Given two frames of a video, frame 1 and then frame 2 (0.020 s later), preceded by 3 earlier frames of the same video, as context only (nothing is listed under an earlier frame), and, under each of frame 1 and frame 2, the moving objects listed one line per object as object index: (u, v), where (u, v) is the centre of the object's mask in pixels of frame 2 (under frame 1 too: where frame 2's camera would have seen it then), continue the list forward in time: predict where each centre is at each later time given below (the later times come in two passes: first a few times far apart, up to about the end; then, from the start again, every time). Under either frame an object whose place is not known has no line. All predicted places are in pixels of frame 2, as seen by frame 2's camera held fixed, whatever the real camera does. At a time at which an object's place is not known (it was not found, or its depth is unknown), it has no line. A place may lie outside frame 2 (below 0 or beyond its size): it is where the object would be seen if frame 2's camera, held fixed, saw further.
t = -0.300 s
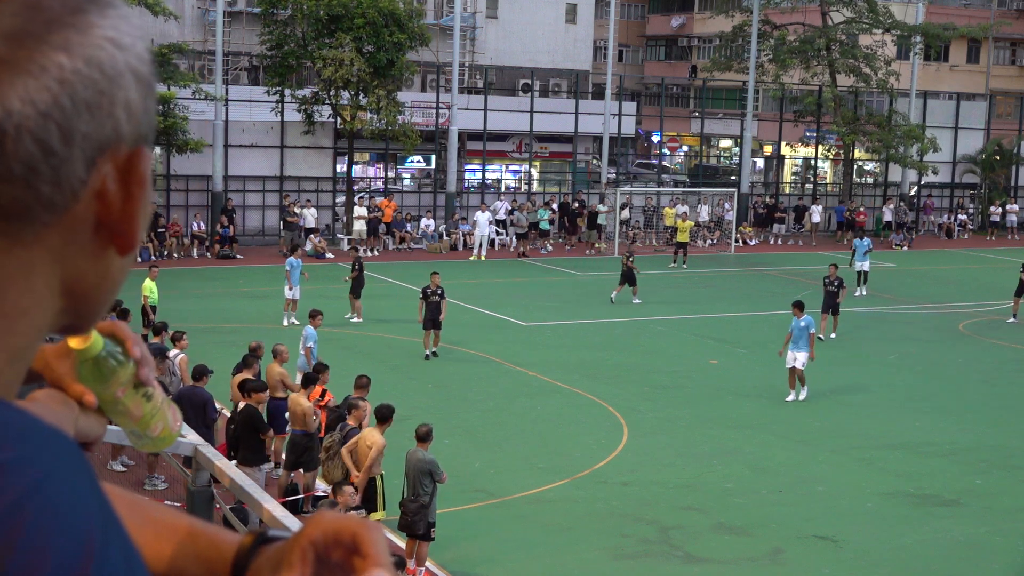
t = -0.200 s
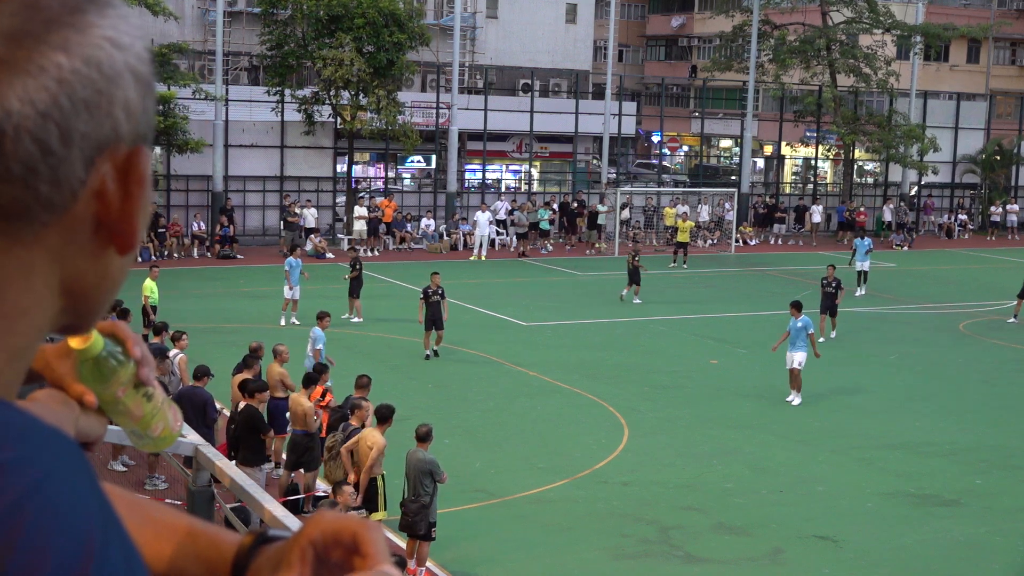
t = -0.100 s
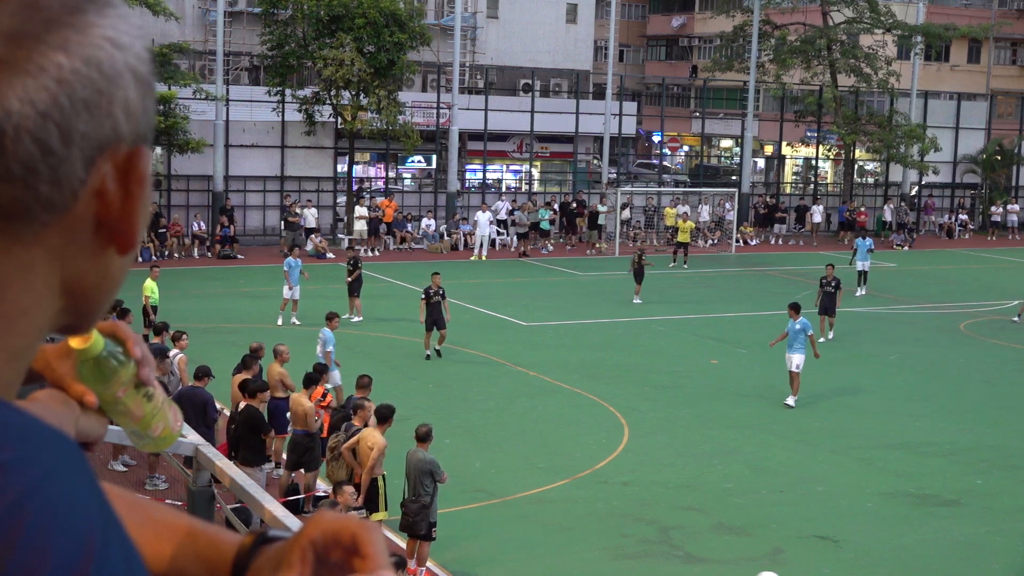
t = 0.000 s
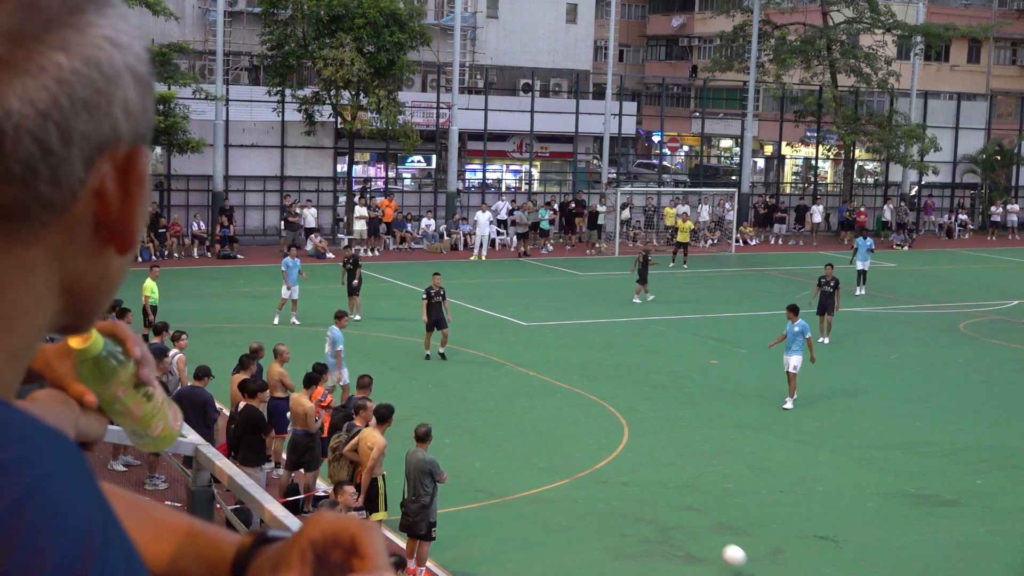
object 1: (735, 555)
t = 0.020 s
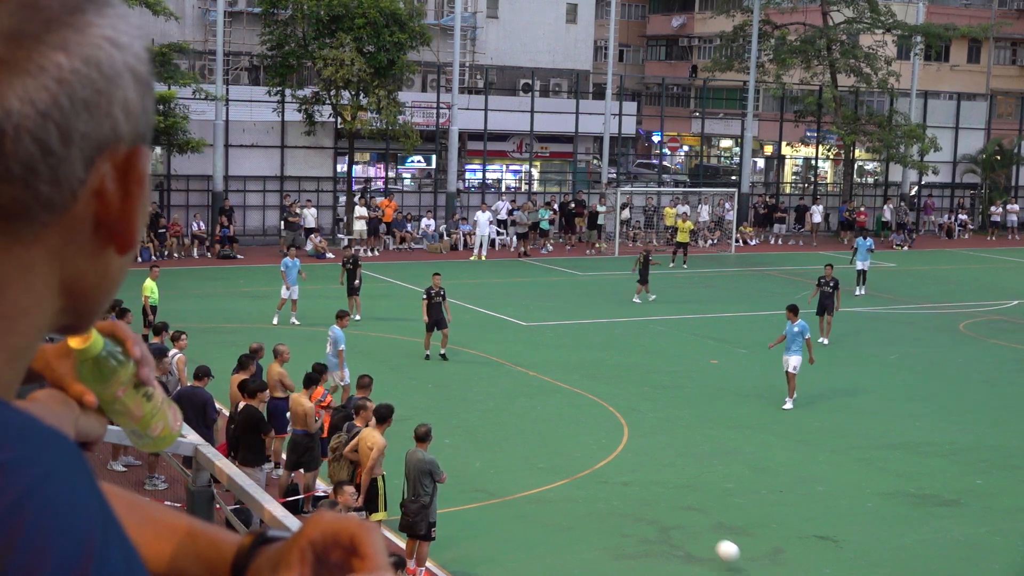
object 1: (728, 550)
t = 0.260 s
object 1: (659, 517)
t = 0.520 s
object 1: (600, 484)
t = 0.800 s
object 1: (548, 453)
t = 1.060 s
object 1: (508, 429)
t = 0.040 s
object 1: (722, 546)
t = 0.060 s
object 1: (716, 542)
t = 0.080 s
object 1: (710, 538)
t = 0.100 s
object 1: (703, 535)
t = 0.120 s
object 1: (698, 532)
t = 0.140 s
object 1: (692, 530)
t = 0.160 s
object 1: (686, 528)
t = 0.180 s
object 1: (680, 527)
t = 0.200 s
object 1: (674, 526)
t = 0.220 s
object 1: (669, 526)
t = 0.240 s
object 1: (664, 522)
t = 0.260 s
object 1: (659, 517)
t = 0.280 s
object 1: (654, 511)
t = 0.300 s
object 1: (649, 507)
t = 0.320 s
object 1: (644, 503)
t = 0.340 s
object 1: (640, 500)
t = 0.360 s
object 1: (635, 496)
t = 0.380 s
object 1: (630, 493)
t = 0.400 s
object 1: (626, 491)
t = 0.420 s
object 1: (623, 489)
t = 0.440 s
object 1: (618, 487)
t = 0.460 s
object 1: (613, 486)
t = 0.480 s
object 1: (609, 486)
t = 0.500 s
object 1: (604, 485)
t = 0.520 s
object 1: (600, 484)
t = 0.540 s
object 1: (596, 480)
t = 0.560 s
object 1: (592, 477)
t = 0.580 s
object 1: (589, 473)
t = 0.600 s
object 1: (585, 469)
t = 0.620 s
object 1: (580, 465)
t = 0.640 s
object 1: (577, 463)
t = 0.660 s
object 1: (573, 461)
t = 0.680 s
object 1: (569, 460)
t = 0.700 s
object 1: (566, 458)
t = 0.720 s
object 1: (562, 457)
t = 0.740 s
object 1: (558, 456)
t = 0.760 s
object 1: (555, 456)
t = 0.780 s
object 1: (552, 456)
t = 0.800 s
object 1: (548, 453)
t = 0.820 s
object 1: (545, 450)
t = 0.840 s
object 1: (542, 446)
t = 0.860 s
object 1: (539, 443)
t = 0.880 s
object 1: (536, 440)
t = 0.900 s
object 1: (533, 438)
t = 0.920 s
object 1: (529, 436)
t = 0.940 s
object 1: (526, 434)
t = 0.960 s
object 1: (523, 433)
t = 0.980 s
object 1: (520, 432)
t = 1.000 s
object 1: (517, 431)
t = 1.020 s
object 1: (514, 431)
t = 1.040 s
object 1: (511, 431)
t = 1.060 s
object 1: (508, 429)
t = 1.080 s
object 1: (506, 427)
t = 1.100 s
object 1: (503, 424)
